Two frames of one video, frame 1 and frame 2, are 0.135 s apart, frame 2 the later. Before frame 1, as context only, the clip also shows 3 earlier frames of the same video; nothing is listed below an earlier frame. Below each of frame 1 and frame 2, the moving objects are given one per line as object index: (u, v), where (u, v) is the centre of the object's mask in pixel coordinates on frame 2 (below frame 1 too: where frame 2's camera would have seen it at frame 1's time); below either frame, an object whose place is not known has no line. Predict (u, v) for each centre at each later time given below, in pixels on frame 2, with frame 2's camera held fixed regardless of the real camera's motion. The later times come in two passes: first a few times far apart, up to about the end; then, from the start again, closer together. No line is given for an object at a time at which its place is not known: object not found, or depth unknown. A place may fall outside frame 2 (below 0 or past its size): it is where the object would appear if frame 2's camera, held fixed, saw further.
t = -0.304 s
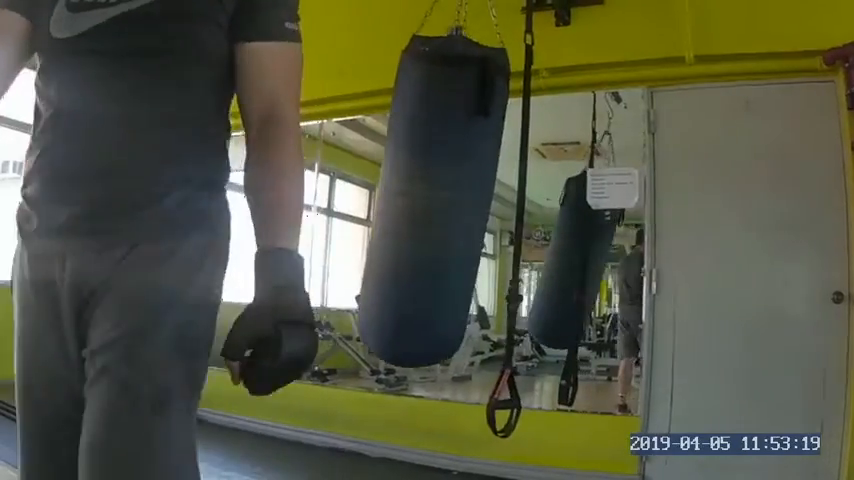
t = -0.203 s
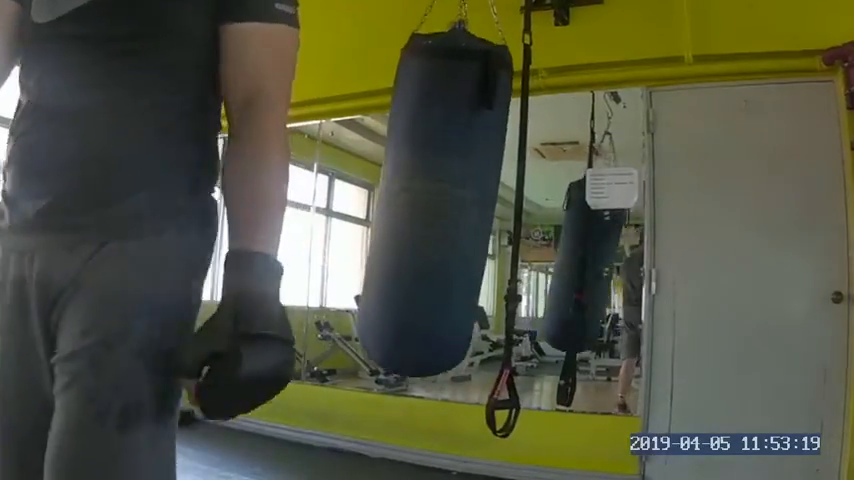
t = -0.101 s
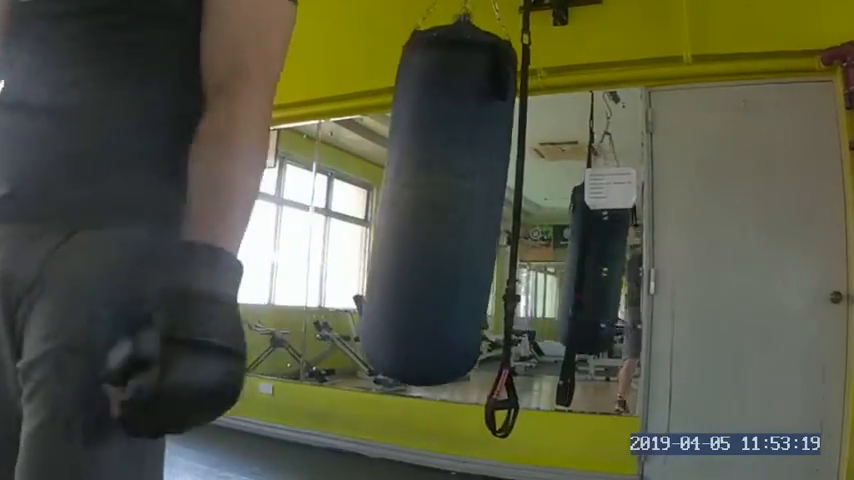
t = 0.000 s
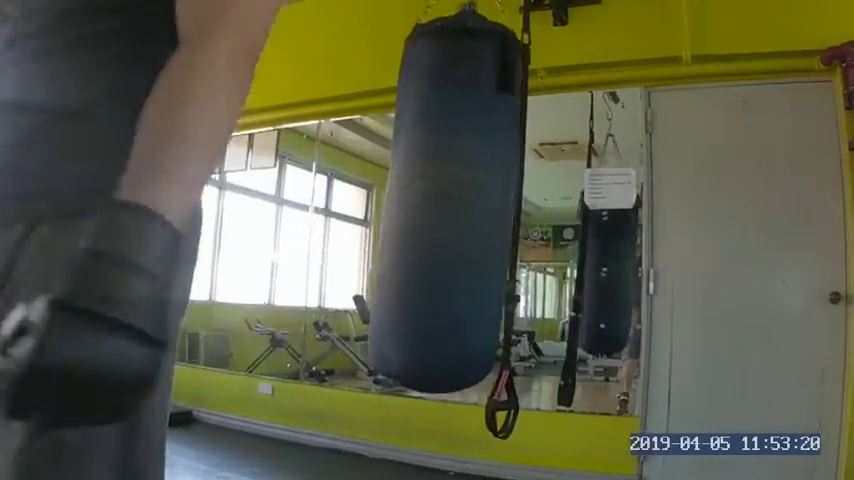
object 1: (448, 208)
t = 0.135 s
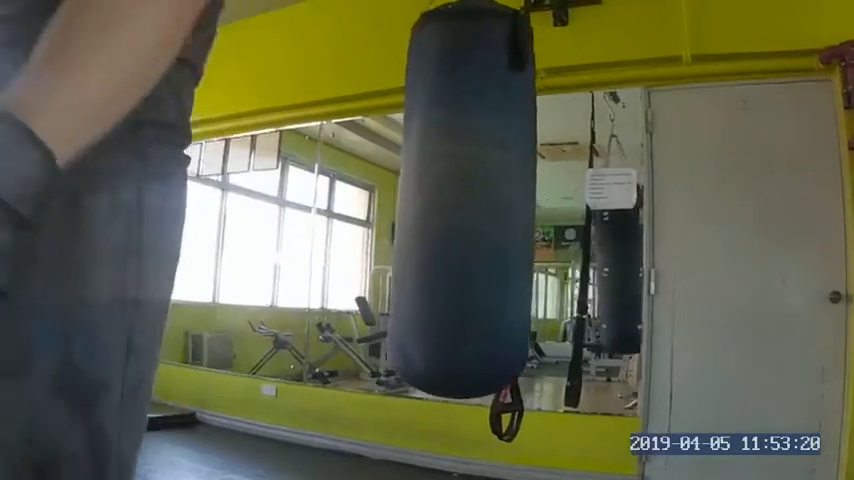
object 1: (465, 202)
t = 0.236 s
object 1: (485, 200)
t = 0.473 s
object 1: (512, 200)
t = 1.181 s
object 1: (466, 203)
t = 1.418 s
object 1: (444, 201)
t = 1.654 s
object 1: (431, 195)
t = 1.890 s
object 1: (428, 193)
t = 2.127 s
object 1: (436, 200)
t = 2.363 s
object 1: (456, 204)
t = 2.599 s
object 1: (482, 200)
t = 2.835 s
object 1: (502, 196)
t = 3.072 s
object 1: (505, 194)
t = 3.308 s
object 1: (482, 198)
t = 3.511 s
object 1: (456, 201)
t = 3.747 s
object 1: (434, 202)
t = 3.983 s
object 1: (426, 197)
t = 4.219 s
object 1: (429, 194)
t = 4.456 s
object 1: (442, 198)
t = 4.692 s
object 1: (463, 205)
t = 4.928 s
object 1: (486, 204)
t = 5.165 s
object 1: (500, 199)
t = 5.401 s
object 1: (496, 196)
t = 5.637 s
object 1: (470, 199)
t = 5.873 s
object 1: (440, 200)
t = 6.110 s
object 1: (424, 201)
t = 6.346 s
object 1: (424, 198)
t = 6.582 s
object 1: (435, 196)
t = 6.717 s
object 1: (447, 197)
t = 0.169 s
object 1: (470, 202)
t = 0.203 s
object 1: (478, 200)
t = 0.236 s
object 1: (485, 200)
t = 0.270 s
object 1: (490, 199)
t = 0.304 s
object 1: (495, 198)
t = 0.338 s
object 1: (500, 197)
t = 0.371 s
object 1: (502, 197)
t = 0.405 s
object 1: (505, 197)
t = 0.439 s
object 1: (508, 200)
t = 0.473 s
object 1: (512, 200)
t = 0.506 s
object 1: (511, 196)
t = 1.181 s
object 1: (466, 203)
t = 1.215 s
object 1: (462, 203)
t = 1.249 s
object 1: (459, 204)
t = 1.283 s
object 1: (456, 204)
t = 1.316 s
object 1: (453, 204)
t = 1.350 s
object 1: (450, 203)
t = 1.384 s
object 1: (447, 202)
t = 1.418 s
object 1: (444, 201)
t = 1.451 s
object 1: (441, 200)
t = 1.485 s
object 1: (439, 199)
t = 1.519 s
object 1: (437, 198)
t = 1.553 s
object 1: (435, 197)
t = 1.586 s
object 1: (433, 196)
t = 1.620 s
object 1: (432, 195)
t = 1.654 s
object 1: (431, 195)
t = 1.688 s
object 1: (430, 194)
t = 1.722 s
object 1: (429, 194)
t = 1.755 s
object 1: (428, 193)
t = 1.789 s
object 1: (428, 193)
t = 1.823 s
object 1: (428, 192)
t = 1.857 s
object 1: (428, 193)
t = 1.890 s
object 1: (428, 193)
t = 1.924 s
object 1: (428, 193)
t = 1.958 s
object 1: (429, 194)
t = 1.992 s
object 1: (430, 195)
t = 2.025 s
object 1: (431, 196)
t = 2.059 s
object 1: (433, 197)
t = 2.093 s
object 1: (434, 199)
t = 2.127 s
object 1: (436, 200)
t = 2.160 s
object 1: (438, 201)
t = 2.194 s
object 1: (440, 202)
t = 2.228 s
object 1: (443, 203)
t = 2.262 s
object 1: (446, 203)
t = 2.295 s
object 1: (450, 204)
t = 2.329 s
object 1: (453, 205)
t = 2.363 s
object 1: (456, 204)
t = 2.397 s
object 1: (459, 206)
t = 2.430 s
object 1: (463, 205)
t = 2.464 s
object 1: (467, 205)
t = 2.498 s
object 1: (470, 204)
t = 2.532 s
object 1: (474, 202)
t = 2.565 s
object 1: (478, 201)
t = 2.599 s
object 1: (482, 200)
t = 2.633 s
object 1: (485, 200)
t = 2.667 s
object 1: (488, 200)
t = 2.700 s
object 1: (492, 199)
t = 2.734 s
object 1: (495, 198)
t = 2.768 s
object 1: (498, 198)
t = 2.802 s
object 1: (500, 196)
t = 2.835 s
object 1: (502, 196)
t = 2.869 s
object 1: (504, 195)
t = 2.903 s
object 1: (505, 194)
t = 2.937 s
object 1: (506, 194)
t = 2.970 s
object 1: (506, 194)
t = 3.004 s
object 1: (506, 193)
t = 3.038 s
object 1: (505, 194)
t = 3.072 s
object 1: (505, 194)
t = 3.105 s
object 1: (503, 194)
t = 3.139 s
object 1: (500, 194)
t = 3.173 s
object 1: (497, 195)
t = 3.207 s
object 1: (494, 196)
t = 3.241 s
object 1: (490, 197)
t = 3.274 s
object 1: (486, 197)
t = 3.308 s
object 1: (482, 198)
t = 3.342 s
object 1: (477, 198)
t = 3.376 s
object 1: (473, 200)
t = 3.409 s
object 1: (469, 200)
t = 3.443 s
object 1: (464, 201)
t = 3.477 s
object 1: (461, 201)
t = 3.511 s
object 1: (456, 201)
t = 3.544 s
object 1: (451, 201)
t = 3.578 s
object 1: (448, 202)
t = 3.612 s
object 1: (444, 202)
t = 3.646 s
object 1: (441, 203)
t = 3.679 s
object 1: (438, 203)
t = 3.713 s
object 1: (436, 202)
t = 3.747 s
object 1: (434, 202)
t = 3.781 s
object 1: (432, 202)
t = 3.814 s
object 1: (430, 202)
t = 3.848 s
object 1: (429, 201)
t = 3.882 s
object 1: (428, 200)
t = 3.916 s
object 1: (427, 199)
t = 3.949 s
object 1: (426, 198)
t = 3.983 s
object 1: (426, 197)
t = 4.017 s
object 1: (425, 196)
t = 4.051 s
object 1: (425, 196)
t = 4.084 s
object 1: (426, 195)
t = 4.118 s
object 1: (426, 195)
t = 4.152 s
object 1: (427, 194)
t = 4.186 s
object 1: (428, 195)
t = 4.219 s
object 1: (429, 194)
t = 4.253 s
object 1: (431, 194)
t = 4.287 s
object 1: (432, 195)
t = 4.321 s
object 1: (434, 195)
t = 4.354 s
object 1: (436, 195)
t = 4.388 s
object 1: (438, 196)
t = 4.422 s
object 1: (440, 197)
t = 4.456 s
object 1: (442, 198)
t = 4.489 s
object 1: (445, 200)
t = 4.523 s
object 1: (448, 201)
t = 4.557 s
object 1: (450, 202)
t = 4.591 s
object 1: (455, 203)
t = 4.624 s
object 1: (457, 204)
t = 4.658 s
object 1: (460, 206)
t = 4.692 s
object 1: (463, 205)
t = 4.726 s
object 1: (467, 206)
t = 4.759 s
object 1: (470, 206)
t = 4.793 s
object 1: (474, 205)
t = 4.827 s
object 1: (476, 206)
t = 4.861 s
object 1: (480, 205)
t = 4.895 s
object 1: (483, 205)
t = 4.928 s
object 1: (486, 204)
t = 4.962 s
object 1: (489, 202)
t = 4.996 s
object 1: (491, 201)
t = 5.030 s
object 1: (494, 201)
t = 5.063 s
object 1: (496, 200)
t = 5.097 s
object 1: (498, 200)
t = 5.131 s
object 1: (499, 199)
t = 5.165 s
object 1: (500, 199)
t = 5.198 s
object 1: (501, 198)
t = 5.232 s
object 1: (501, 197)
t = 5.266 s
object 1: (501, 197)
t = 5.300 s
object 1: (501, 197)
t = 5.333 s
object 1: (500, 196)
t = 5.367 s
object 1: (498, 196)
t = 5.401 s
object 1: (496, 196)
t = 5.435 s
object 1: (493, 196)
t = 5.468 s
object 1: (491, 196)
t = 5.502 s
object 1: (487, 197)
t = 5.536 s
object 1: (483, 196)
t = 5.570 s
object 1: (479, 197)
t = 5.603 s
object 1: (474, 198)
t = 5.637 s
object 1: (470, 199)
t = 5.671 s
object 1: (465, 199)
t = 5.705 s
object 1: (461, 199)
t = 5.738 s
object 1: (457, 199)
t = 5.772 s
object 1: (452, 200)
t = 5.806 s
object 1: (450, 201)
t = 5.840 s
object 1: (445, 199)
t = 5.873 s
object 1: (440, 200)
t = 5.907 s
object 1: (437, 200)
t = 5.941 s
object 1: (434, 200)
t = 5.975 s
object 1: (431, 201)
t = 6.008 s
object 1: (429, 201)
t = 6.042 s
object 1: (427, 201)
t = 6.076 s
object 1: (425, 201)
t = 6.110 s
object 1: (424, 201)
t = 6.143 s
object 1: (424, 201)
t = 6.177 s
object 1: (423, 201)
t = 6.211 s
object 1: (422, 201)
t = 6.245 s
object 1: (422, 200)
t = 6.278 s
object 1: (423, 199)
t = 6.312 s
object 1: (423, 199)
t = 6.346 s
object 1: (424, 198)
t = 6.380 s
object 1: (425, 198)
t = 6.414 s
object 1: (426, 197)
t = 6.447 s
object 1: (427, 197)
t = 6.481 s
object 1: (429, 196)
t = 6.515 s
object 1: (431, 196)
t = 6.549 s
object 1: (433, 197)
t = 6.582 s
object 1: (435, 196)
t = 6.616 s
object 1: (438, 196)
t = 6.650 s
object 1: (441, 196)
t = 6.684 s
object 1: (444, 196)
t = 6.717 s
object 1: (447, 197)
